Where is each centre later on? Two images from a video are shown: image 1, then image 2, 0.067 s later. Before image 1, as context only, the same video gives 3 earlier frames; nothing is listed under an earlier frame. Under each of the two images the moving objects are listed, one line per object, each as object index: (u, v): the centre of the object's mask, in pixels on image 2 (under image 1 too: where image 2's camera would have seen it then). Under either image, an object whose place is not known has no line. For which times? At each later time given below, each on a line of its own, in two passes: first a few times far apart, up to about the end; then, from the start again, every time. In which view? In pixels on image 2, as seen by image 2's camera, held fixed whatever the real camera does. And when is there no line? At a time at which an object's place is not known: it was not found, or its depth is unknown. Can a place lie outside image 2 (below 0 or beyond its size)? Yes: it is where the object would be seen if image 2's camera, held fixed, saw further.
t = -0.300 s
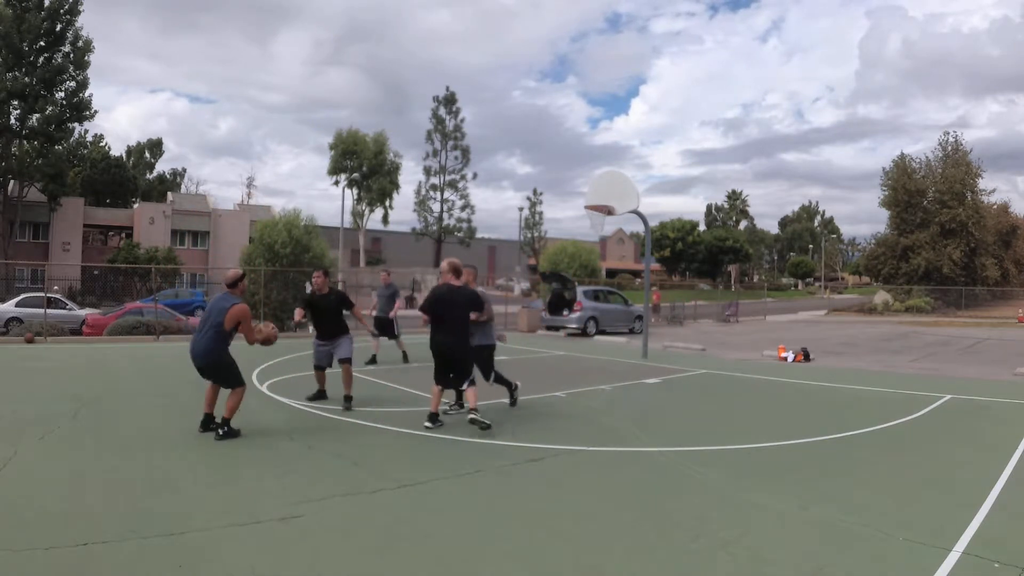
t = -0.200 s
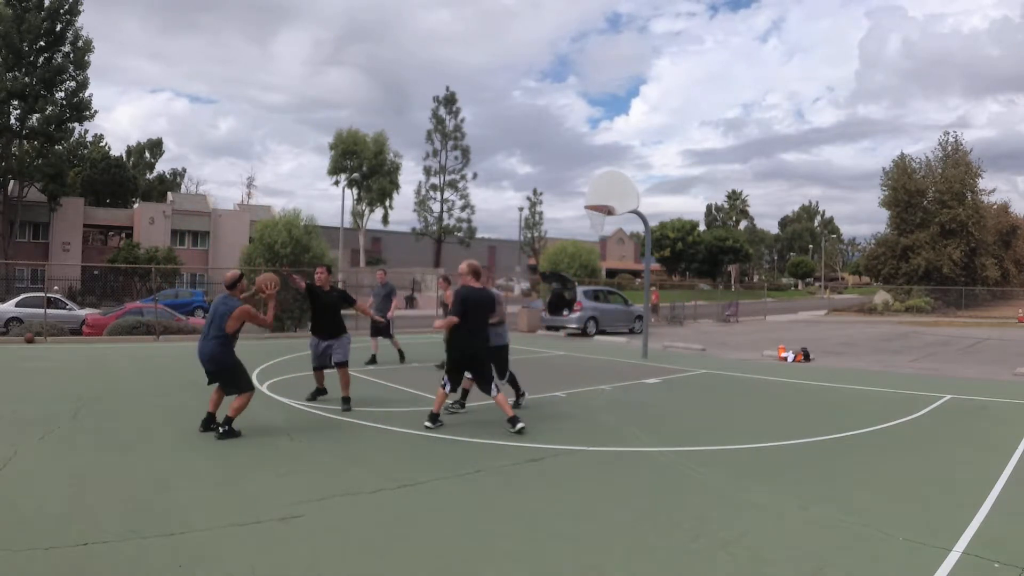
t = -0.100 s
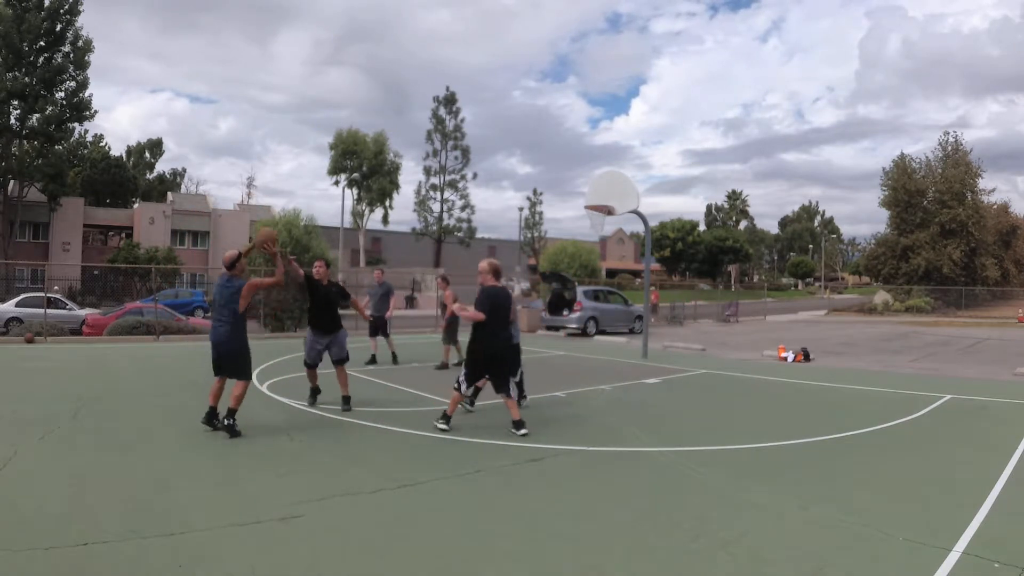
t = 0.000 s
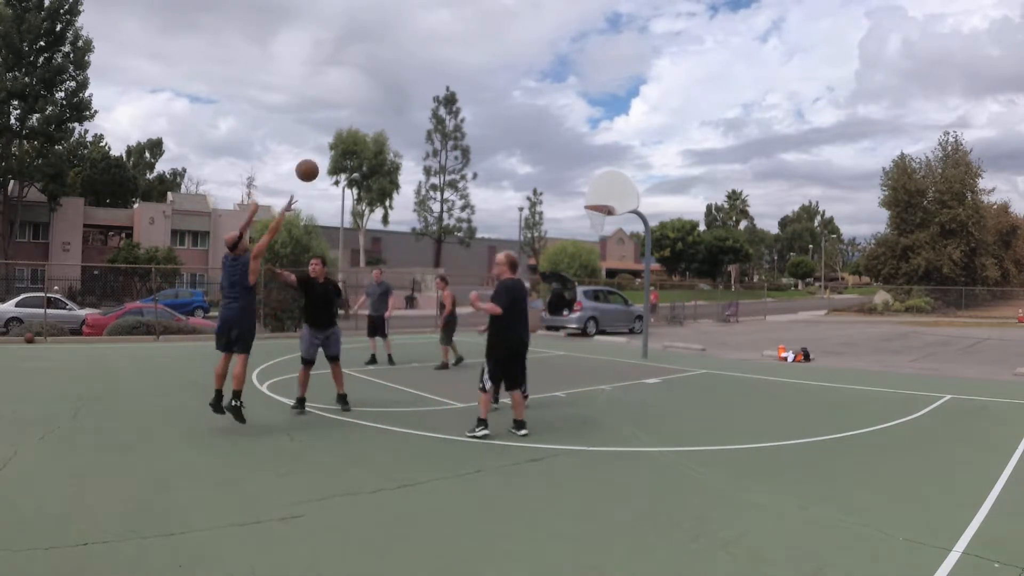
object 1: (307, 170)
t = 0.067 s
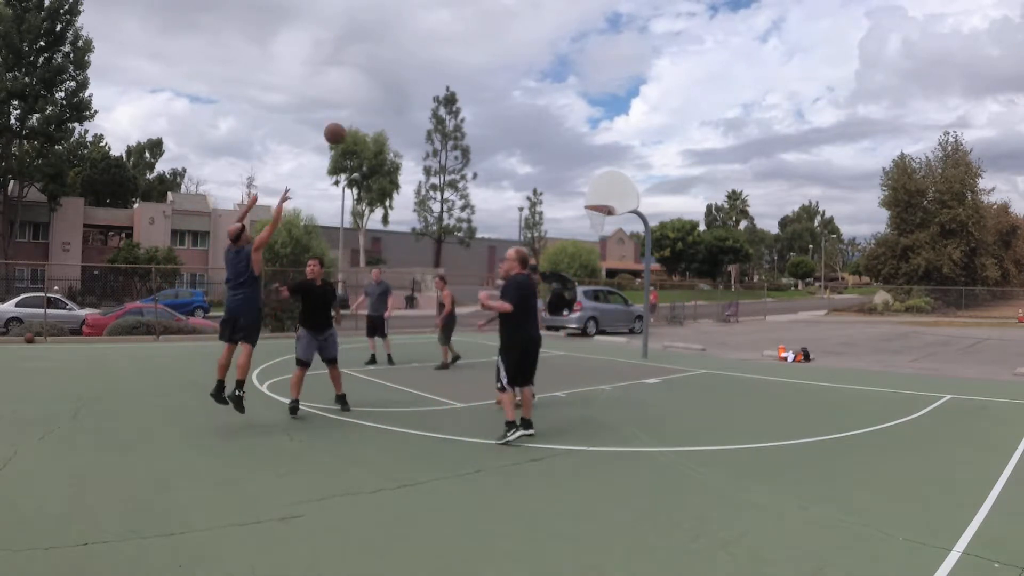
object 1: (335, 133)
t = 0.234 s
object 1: (394, 72)
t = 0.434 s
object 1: (449, 40)
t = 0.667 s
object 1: (497, 41)
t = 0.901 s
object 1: (535, 72)
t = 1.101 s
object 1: (561, 118)
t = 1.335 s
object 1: (586, 188)
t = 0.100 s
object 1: (348, 118)
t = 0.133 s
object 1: (360, 104)
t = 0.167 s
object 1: (372, 91)
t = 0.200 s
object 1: (384, 81)
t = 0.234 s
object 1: (394, 72)
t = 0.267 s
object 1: (405, 64)
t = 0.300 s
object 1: (414, 57)
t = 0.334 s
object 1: (424, 51)
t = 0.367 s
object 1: (433, 46)
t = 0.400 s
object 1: (441, 43)
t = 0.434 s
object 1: (449, 40)
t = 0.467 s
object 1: (457, 38)
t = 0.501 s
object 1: (464, 36)
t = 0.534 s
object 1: (471, 36)
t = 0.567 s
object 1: (478, 36)
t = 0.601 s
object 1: (485, 37)
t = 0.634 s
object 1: (491, 39)
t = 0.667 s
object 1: (497, 41)
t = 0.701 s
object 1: (503, 44)
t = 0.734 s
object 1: (509, 47)
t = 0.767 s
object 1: (514, 51)
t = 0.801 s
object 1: (520, 55)
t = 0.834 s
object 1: (525, 60)
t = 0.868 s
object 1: (530, 66)
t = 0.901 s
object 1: (535, 72)
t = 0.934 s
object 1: (539, 78)
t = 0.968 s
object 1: (544, 85)
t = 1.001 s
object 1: (548, 92)
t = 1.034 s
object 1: (553, 101)
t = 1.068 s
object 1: (557, 109)
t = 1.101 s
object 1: (561, 118)
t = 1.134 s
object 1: (565, 126)
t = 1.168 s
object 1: (569, 136)
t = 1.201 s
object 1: (572, 146)
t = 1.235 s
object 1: (576, 156)
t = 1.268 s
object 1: (579, 166)
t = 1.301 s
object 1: (583, 177)
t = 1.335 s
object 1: (586, 188)
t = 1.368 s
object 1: (589, 200)
